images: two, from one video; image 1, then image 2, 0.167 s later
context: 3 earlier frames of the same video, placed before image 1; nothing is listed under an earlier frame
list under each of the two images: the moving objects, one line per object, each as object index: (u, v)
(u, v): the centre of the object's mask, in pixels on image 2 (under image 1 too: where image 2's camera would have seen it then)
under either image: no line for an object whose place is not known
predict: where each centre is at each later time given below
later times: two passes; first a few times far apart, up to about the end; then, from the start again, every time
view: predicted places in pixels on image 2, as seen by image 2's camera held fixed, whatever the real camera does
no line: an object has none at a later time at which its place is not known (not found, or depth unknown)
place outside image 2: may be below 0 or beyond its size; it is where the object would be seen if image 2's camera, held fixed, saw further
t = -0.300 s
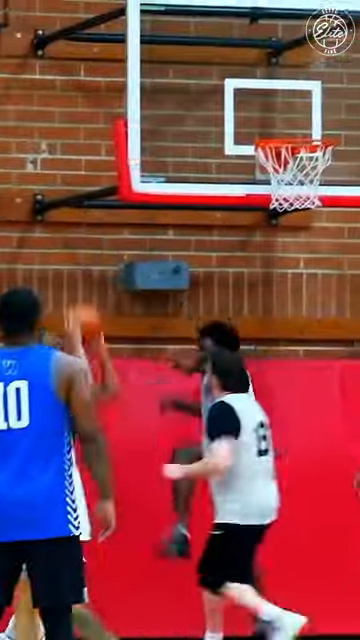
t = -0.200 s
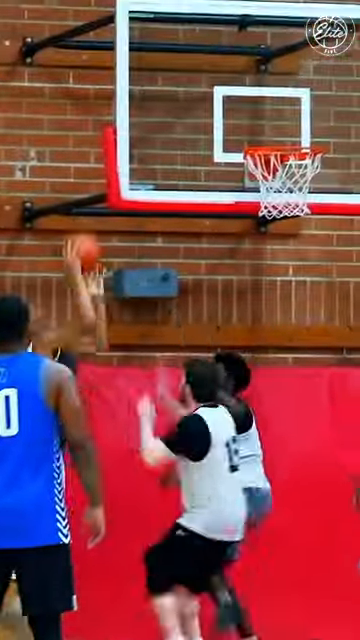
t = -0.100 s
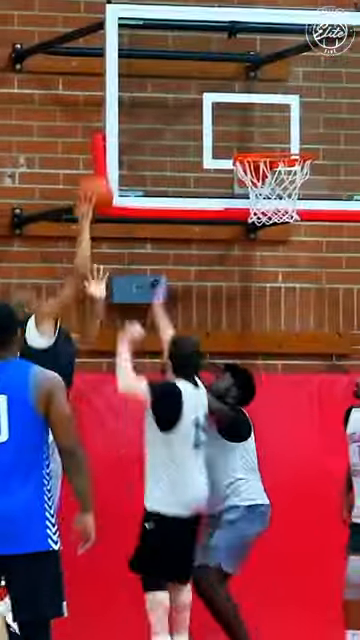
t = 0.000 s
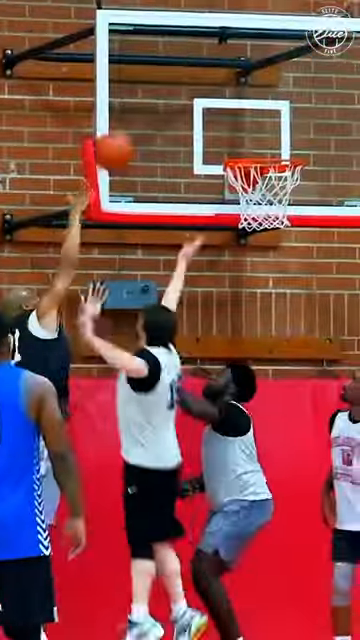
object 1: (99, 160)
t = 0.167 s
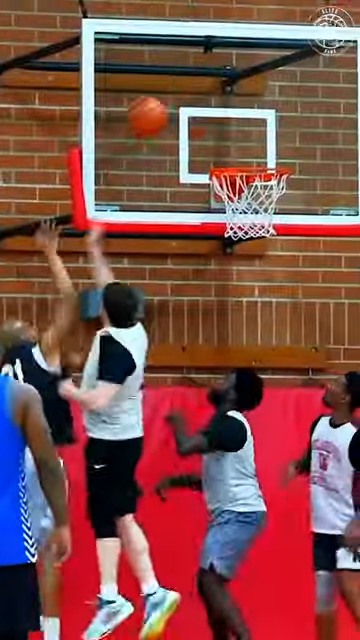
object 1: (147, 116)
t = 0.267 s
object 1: (175, 111)
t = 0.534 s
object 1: (250, 173)
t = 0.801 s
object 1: (284, 302)
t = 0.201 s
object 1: (156, 112)
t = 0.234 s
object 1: (166, 111)
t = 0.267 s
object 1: (175, 111)
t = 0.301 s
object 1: (184, 113)
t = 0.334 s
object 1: (192, 117)
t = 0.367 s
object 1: (202, 122)
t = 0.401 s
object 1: (212, 131)
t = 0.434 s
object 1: (220, 138)
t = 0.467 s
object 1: (229, 149)
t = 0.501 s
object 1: (244, 160)
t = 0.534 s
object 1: (250, 173)
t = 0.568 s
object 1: (256, 187)
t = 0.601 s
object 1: (268, 201)
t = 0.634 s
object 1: (267, 229)
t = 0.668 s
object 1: (272, 236)
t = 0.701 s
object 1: (276, 250)
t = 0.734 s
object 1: (276, 261)
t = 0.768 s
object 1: (281, 282)
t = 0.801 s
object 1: (284, 302)
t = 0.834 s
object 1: (289, 325)
